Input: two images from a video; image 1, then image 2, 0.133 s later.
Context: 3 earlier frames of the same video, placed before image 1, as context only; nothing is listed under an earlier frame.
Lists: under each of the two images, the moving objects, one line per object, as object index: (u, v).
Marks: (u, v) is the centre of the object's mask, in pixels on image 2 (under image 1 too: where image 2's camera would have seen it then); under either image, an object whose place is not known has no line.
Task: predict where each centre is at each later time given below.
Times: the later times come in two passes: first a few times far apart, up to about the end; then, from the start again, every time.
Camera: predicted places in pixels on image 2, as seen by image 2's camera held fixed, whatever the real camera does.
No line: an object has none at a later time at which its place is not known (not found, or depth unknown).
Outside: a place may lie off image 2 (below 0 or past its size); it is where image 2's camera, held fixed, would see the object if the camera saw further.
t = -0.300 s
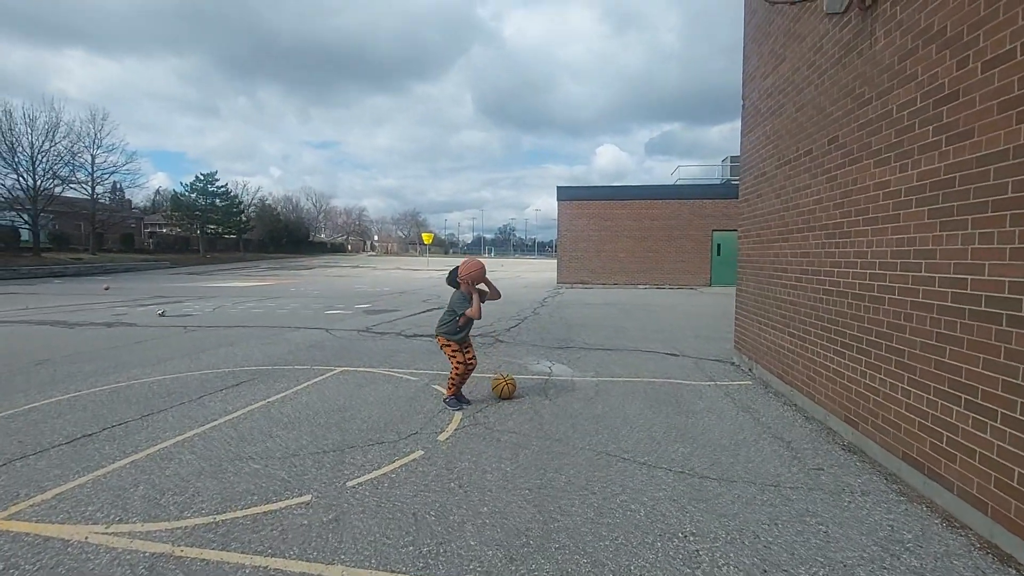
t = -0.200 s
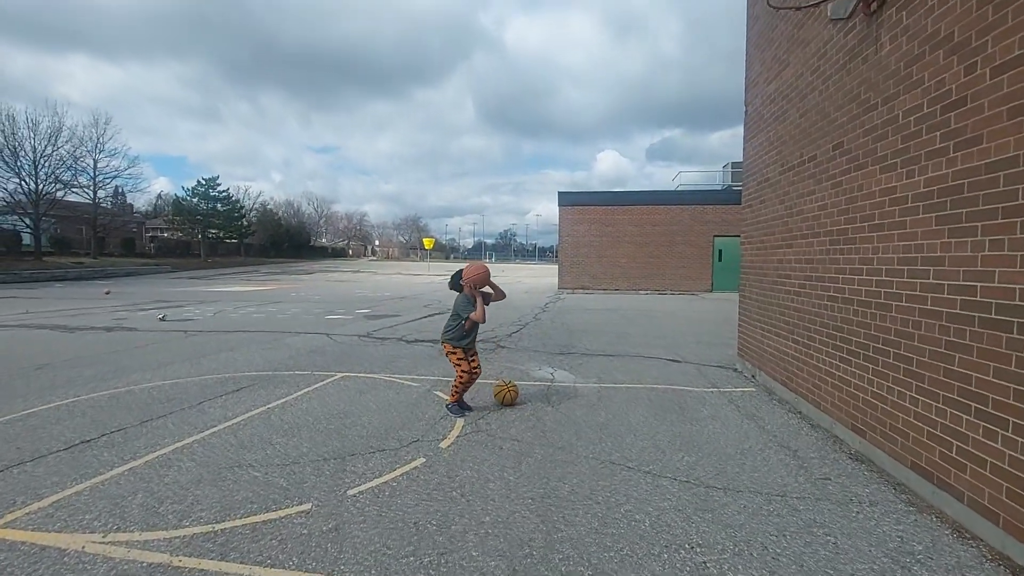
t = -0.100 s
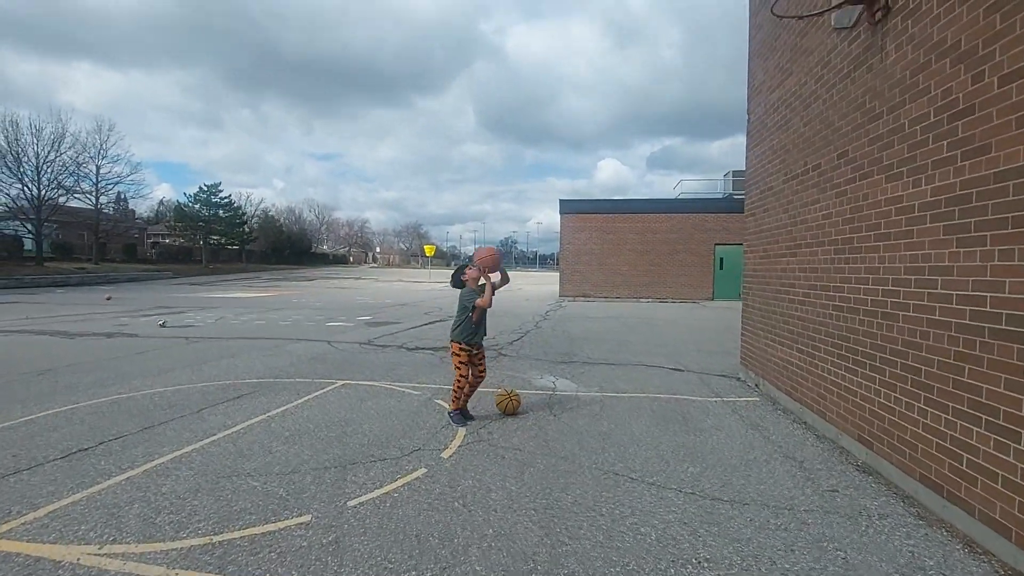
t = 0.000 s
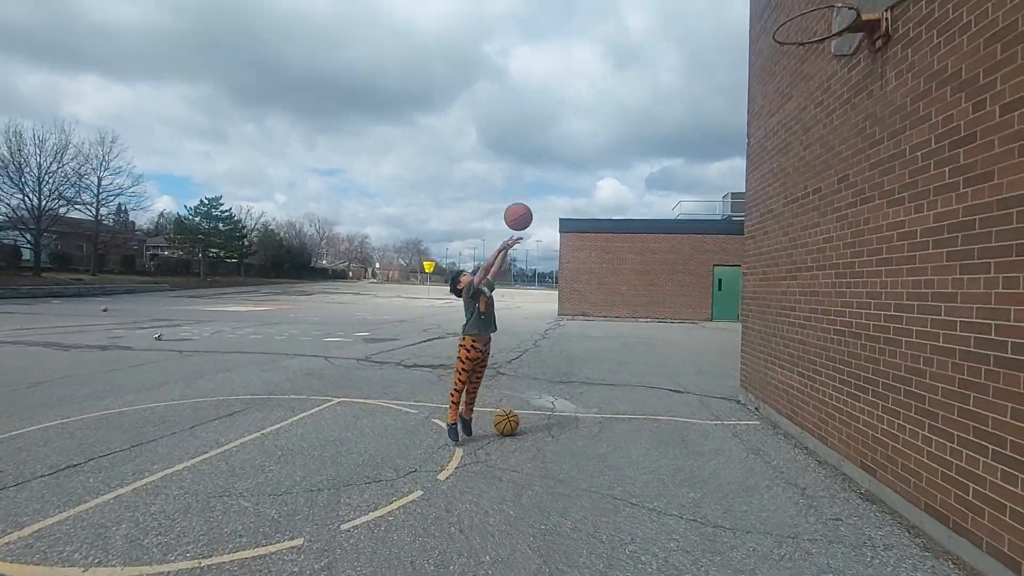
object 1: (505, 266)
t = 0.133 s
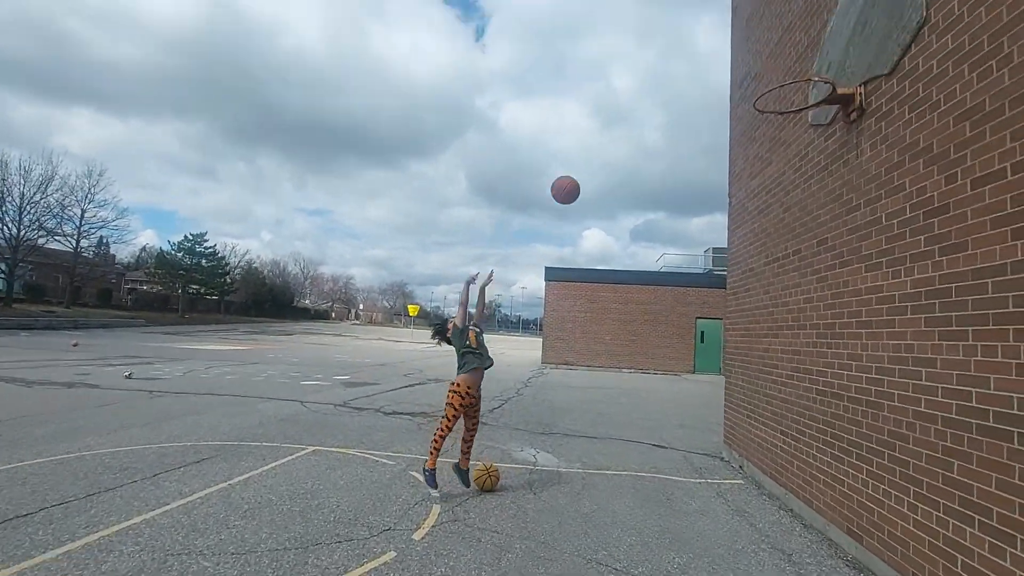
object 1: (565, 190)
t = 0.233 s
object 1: (611, 147)
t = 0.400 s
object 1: (687, 99)
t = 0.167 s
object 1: (580, 174)
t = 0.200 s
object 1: (596, 160)
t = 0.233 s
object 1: (611, 147)
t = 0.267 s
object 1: (626, 135)
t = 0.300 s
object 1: (642, 124)
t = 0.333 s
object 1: (657, 114)
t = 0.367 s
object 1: (672, 106)
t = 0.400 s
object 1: (687, 99)
